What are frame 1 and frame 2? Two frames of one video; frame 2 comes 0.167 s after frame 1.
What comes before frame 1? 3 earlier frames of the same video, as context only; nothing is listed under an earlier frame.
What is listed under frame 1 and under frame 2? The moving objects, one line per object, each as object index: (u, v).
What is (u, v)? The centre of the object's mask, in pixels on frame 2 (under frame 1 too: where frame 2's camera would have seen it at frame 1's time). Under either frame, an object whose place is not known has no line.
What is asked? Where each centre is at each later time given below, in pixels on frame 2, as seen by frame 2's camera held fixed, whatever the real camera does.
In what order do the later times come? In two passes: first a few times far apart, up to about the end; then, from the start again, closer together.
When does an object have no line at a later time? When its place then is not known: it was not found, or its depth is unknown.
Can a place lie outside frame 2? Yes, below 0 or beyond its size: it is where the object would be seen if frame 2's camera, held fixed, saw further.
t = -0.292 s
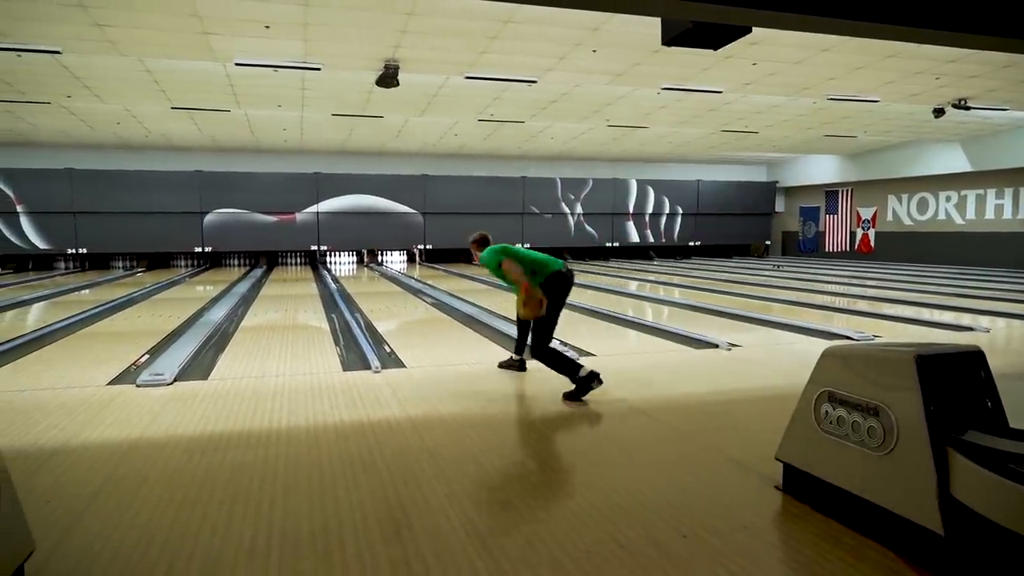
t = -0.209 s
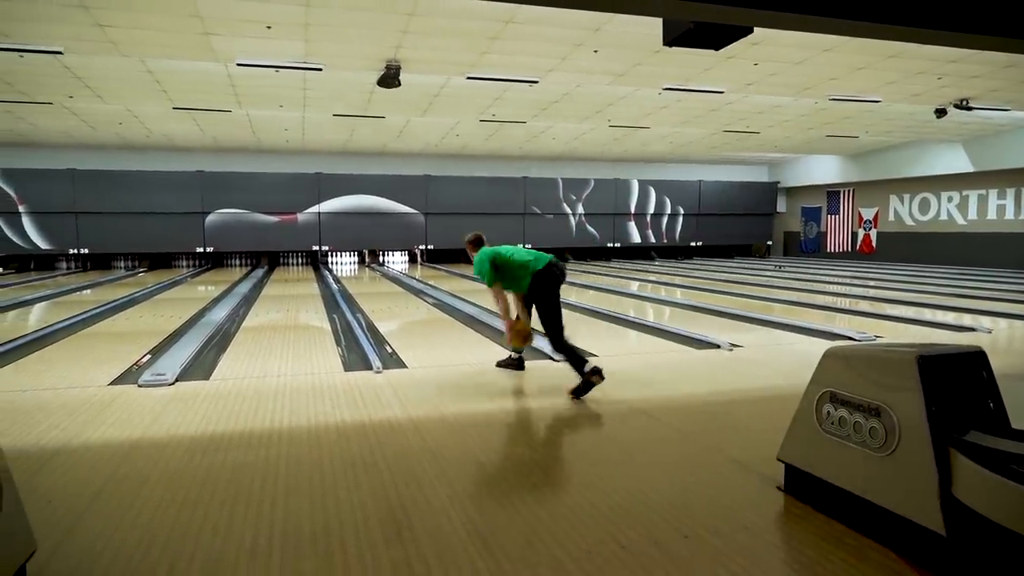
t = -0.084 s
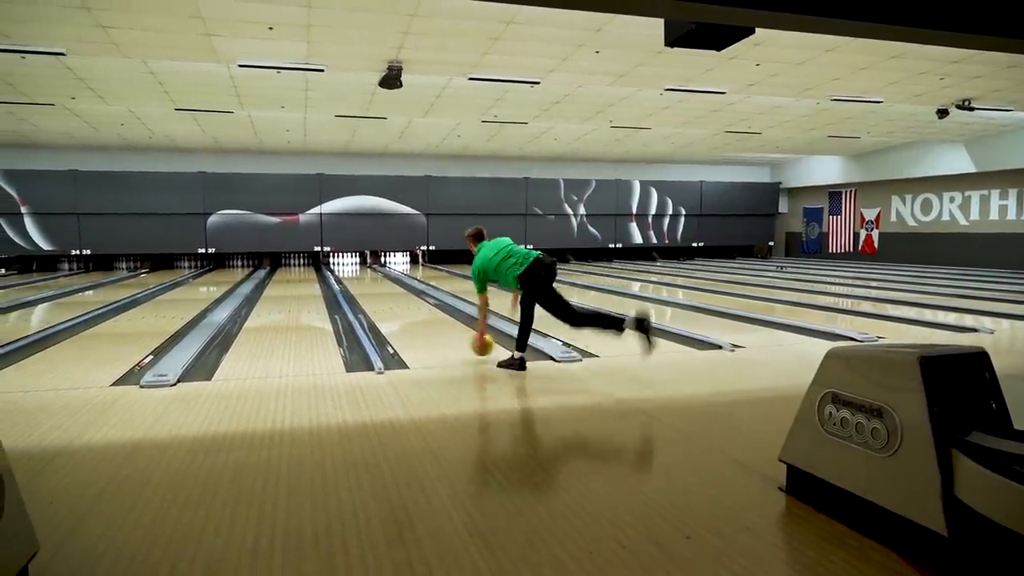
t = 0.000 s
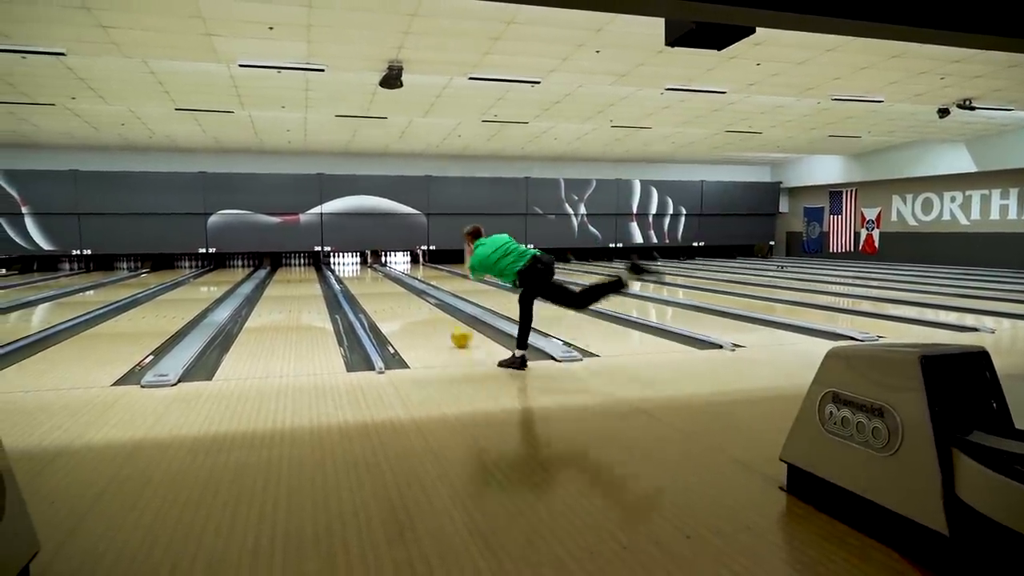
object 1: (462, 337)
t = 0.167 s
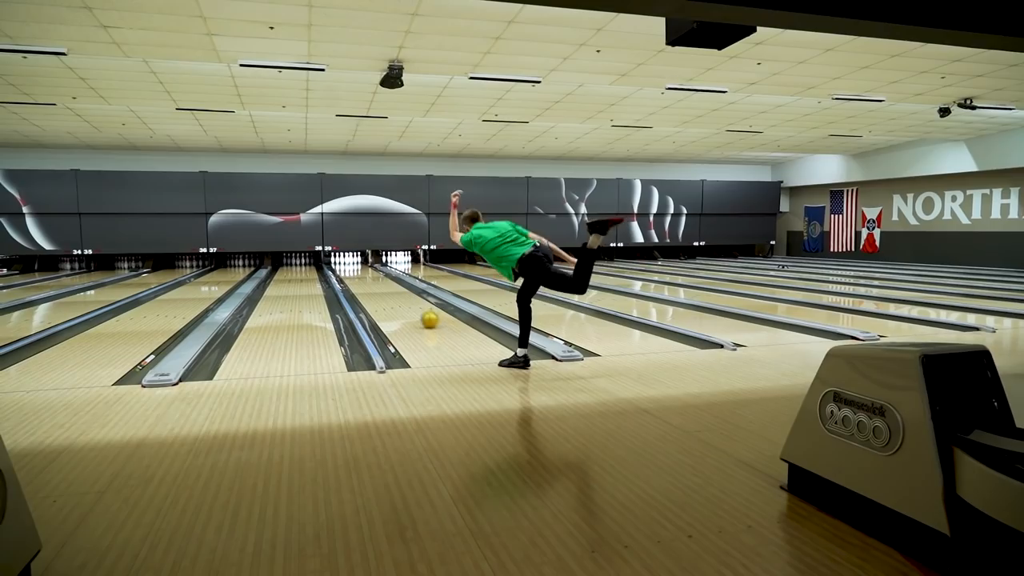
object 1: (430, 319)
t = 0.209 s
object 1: (423, 316)
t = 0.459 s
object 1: (393, 300)
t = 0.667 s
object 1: (376, 290)
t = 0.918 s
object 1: (362, 281)
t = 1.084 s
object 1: (355, 277)
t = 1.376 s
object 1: (348, 271)
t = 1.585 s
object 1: (346, 268)
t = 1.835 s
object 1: (346, 265)
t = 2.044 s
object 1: (349, 262)
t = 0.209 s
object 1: (423, 316)
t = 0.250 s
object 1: (417, 313)
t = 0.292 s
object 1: (411, 309)
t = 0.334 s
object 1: (406, 307)
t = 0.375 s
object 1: (401, 304)
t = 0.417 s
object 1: (397, 302)
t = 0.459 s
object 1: (393, 300)
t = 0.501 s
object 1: (389, 297)
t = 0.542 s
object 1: (386, 295)
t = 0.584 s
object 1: (382, 294)
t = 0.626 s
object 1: (379, 292)
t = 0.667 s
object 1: (376, 290)
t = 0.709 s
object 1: (374, 288)
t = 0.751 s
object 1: (371, 287)
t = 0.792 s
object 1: (369, 285)
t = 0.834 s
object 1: (367, 284)
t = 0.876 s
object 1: (365, 282)
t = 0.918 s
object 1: (362, 281)
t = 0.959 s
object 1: (361, 280)
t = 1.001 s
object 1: (359, 279)
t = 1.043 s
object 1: (358, 278)
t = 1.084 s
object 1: (355, 277)
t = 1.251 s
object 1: (351, 273)
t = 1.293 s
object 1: (350, 272)
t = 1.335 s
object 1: (349, 272)
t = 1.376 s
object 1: (348, 271)
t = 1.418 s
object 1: (347, 270)
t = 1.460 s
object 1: (347, 269)
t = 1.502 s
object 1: (346, 269)
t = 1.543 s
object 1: (346, 268)
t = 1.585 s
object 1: (346, 268)
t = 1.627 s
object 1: (345, 267)
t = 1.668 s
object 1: (346, 267)
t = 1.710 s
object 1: (346, 266)
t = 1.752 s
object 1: (346, 266)
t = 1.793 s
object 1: (346, 265)
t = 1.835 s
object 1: (346, 265)
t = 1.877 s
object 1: (346, 264)
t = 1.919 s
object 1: (347, 263)
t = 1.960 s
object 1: (347, 263)
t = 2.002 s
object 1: (348, 263)
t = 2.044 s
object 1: (349, 262)
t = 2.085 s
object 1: (350, 262)
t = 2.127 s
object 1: (350, 263)
